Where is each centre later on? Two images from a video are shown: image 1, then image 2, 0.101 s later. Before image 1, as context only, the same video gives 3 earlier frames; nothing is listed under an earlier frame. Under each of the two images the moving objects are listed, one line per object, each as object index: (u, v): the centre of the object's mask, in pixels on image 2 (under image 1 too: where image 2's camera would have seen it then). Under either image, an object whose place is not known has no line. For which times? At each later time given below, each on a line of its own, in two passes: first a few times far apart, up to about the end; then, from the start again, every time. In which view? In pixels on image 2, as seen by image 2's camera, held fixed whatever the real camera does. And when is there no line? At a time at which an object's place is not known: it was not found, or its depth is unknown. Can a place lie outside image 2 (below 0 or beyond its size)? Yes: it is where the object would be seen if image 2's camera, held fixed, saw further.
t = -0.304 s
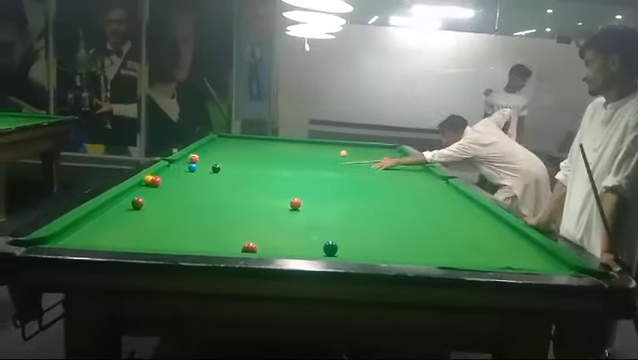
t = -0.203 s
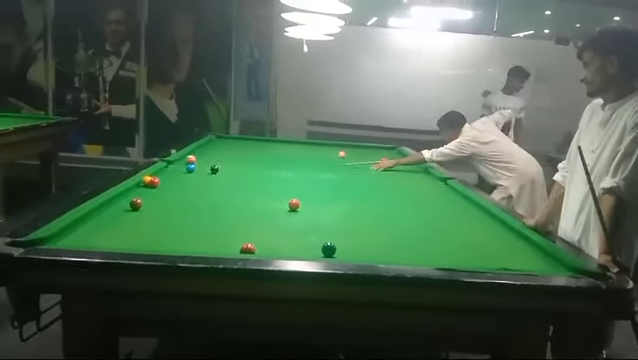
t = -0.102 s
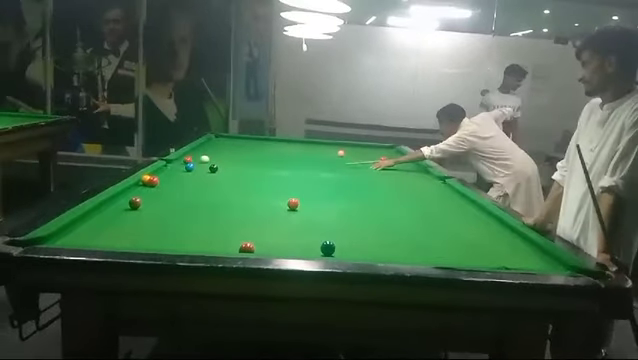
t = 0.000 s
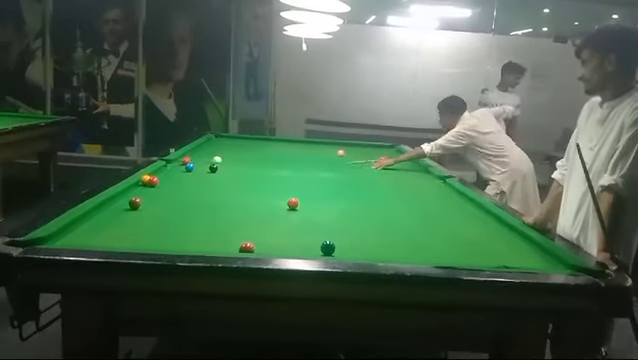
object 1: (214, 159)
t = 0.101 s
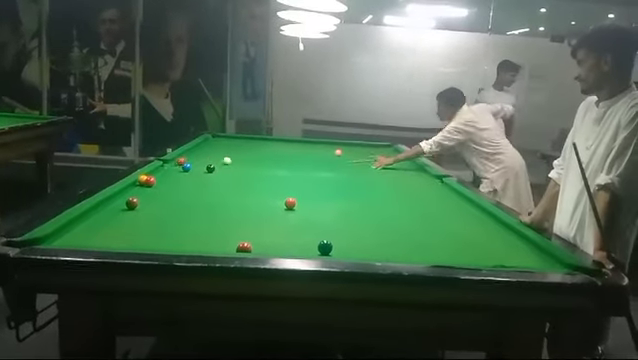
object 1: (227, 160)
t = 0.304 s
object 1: (251, 162)
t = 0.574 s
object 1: (283, 165)
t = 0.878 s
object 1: (317, 167)
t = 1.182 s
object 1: (350, 170)
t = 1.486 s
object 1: (381, 172)
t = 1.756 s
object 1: (408, 174)
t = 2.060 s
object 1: (437, 176)
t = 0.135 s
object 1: (230, 161)
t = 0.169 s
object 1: (235, 161)
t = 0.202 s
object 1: (239, 161)
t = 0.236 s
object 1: (243, 162)
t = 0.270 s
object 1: (247, 162)
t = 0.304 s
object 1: (251, 162)
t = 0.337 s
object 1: (255, 163)
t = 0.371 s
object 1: (259, 163)
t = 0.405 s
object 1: (263, 163)
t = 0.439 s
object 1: (267, 163)
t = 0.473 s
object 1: (271, 164)
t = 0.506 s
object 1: (275, 164)
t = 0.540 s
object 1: (279, 164)
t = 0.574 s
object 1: (283, 165)
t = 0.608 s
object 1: (286, 165)
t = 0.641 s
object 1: (291, 165)
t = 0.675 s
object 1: (294, 165)
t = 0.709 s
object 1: (298, 166)
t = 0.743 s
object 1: (302, 166)
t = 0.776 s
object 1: (305, 166)
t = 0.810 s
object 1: (309, 167)
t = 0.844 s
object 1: (313, 167)
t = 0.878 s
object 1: (317, 167)
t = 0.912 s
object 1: (320, 168)
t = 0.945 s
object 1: (324, 168)
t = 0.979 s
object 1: (328, 168)
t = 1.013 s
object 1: (332, 168)
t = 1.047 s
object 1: (336, 168)
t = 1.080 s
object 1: (339, 169)
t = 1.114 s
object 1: (342, 169)
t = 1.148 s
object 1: (346, 169)
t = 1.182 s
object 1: (350, 170)
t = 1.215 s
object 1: (353, 170)
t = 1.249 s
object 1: (357, 170)
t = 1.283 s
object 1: (360, 170)
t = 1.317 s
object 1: (364, 171)
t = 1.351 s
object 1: (367, 171)
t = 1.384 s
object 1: (371, 171)
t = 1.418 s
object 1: (375, 171)
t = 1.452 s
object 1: (378, 172)
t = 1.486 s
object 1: (381, 172)
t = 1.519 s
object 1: (384, 172)
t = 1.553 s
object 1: (388, 173)
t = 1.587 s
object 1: (391, 173)
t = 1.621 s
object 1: (394, 173)
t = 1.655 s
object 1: (398, 173)
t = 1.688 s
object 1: (401, 174)
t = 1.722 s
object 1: (405, 174)
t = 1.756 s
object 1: (408, 174)
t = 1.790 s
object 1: (411, 174)
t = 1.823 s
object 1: (414, 175)
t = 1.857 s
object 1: (418, 175)
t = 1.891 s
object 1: (421, 175)
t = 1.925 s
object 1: (424, 175)
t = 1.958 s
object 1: (427, 175)
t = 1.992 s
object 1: (430, 176)
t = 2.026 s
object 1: (434, 176)
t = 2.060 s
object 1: (437, 176)
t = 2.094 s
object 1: (438, 177)
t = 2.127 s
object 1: (439, 178)
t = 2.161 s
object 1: (440, 180)
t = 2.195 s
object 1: (442, 182)
